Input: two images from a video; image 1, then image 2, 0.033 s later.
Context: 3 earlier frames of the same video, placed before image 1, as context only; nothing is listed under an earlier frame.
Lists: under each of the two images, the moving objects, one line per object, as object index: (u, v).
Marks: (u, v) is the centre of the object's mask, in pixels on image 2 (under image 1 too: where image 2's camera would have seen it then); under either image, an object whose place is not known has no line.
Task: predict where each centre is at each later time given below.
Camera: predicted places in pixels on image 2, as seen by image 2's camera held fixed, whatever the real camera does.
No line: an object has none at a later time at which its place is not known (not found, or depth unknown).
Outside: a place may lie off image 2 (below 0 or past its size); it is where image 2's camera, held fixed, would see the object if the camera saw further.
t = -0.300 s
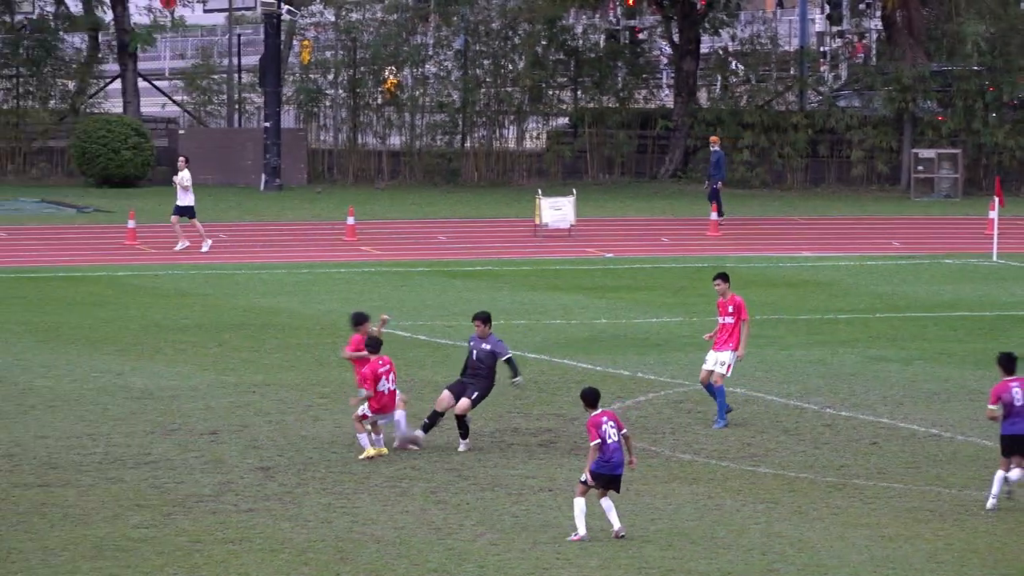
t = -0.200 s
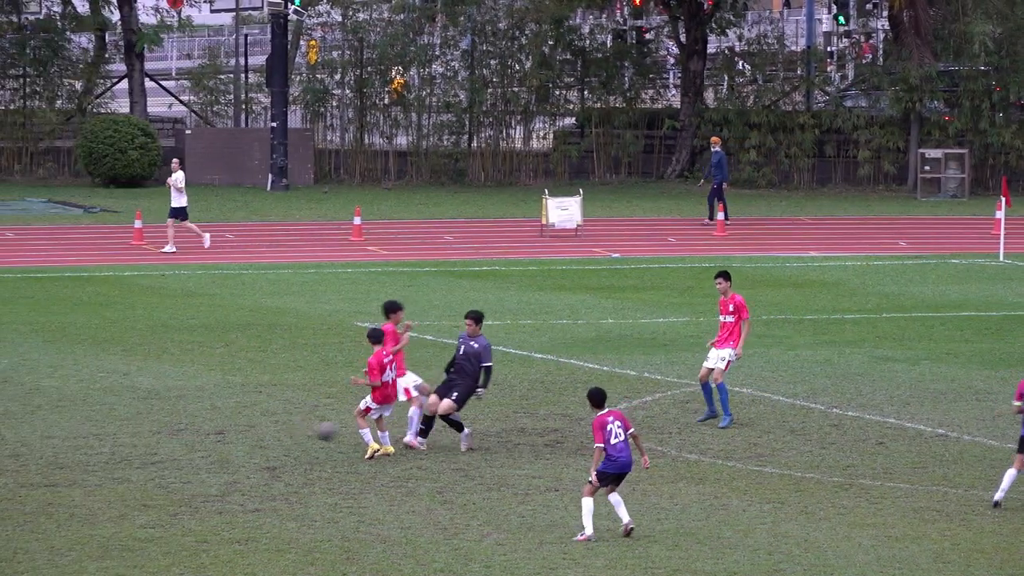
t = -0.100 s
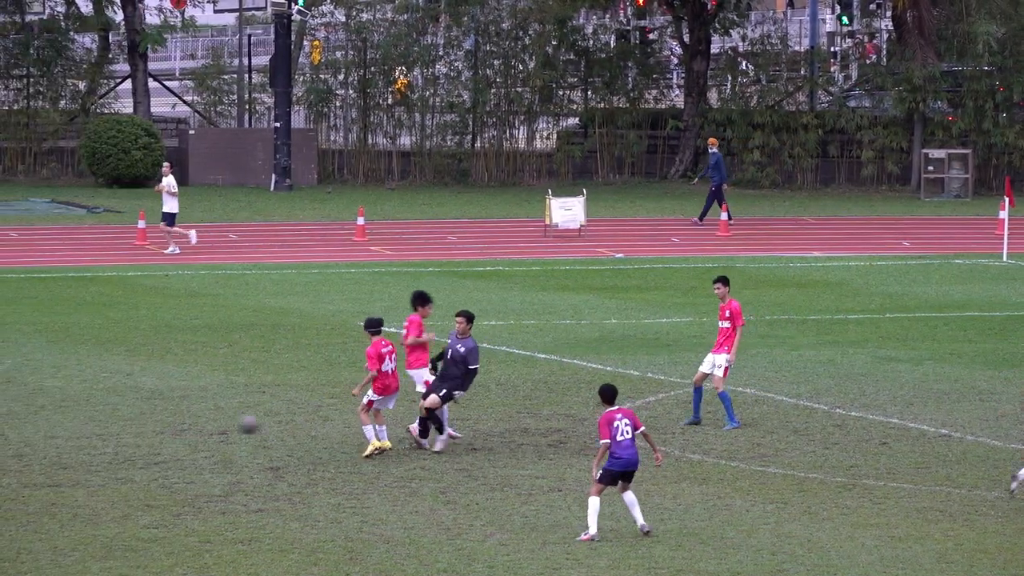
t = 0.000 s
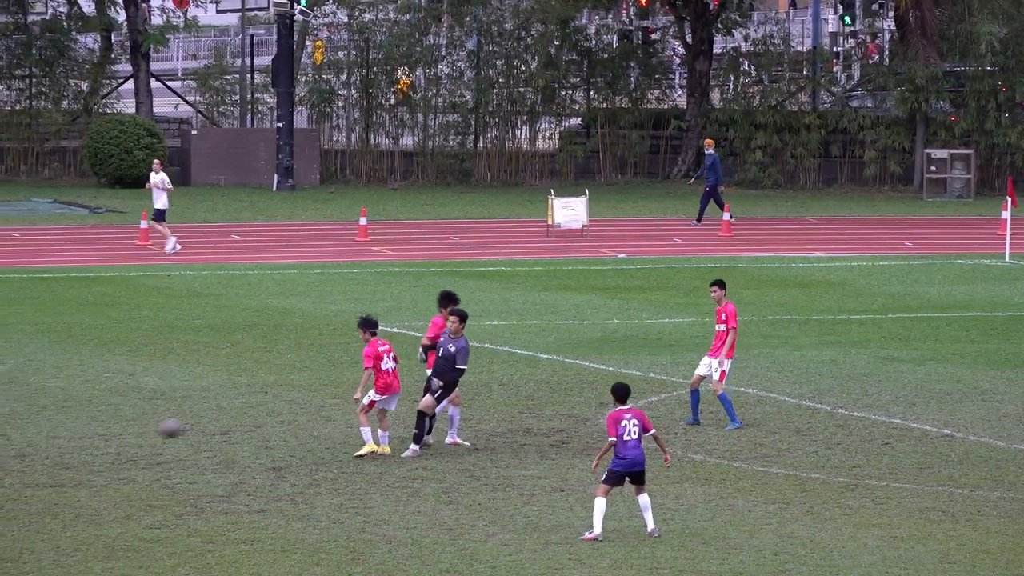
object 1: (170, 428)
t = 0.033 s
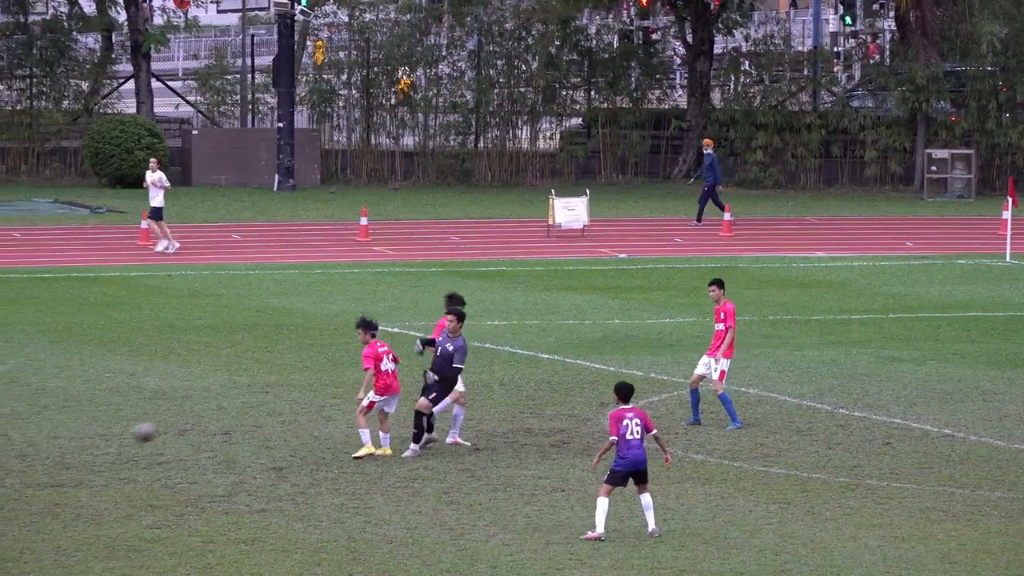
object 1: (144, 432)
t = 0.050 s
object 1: (129, 435)
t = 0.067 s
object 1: (116, 438)
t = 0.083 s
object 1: (103, 441)
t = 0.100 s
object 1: (90, 444)
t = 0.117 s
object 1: (76, 448)
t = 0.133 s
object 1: (63, 452)
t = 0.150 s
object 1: (49, 456)
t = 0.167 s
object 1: (36, 461)
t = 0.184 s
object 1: (23, 466)
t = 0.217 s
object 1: (-2, 478)
